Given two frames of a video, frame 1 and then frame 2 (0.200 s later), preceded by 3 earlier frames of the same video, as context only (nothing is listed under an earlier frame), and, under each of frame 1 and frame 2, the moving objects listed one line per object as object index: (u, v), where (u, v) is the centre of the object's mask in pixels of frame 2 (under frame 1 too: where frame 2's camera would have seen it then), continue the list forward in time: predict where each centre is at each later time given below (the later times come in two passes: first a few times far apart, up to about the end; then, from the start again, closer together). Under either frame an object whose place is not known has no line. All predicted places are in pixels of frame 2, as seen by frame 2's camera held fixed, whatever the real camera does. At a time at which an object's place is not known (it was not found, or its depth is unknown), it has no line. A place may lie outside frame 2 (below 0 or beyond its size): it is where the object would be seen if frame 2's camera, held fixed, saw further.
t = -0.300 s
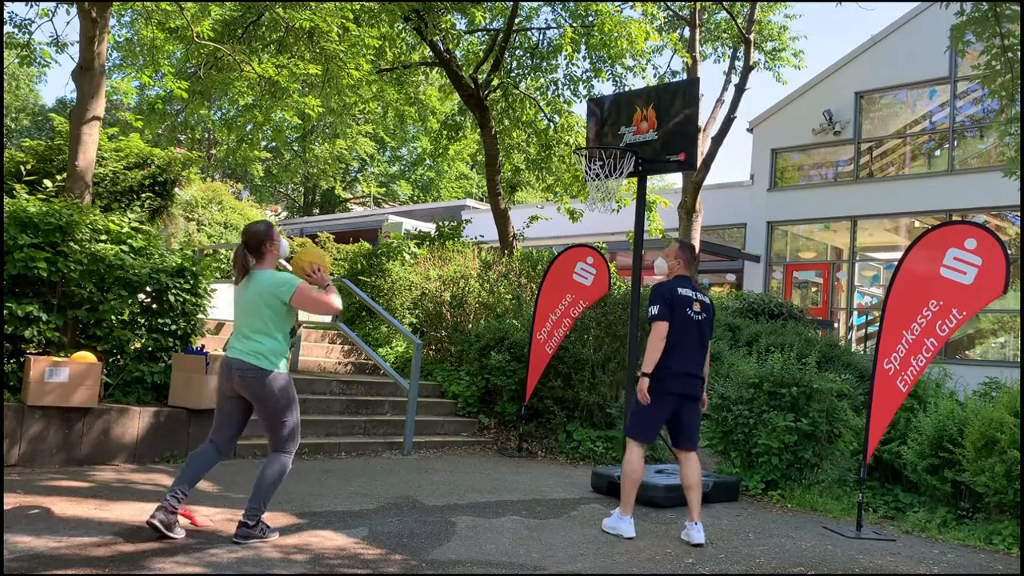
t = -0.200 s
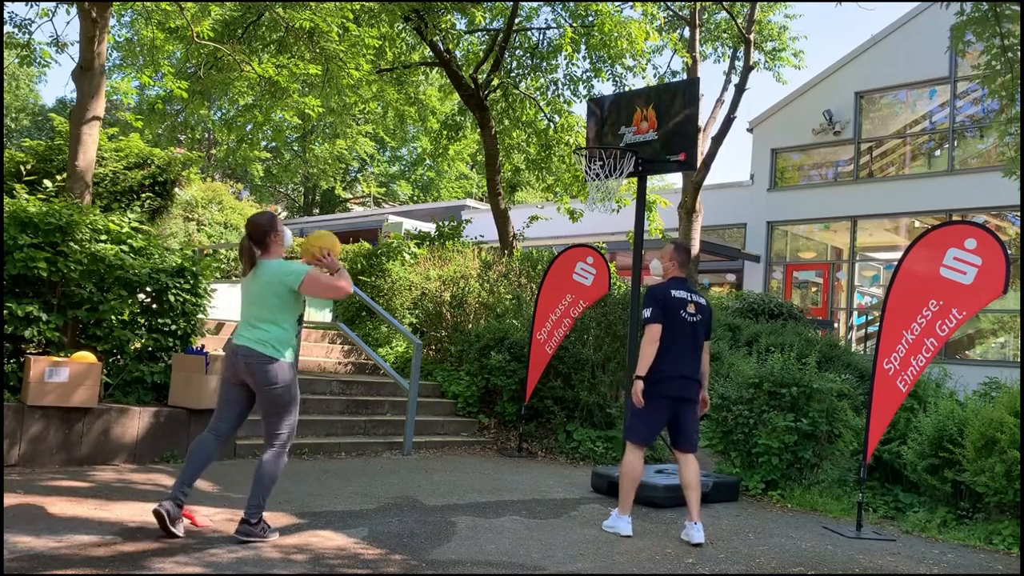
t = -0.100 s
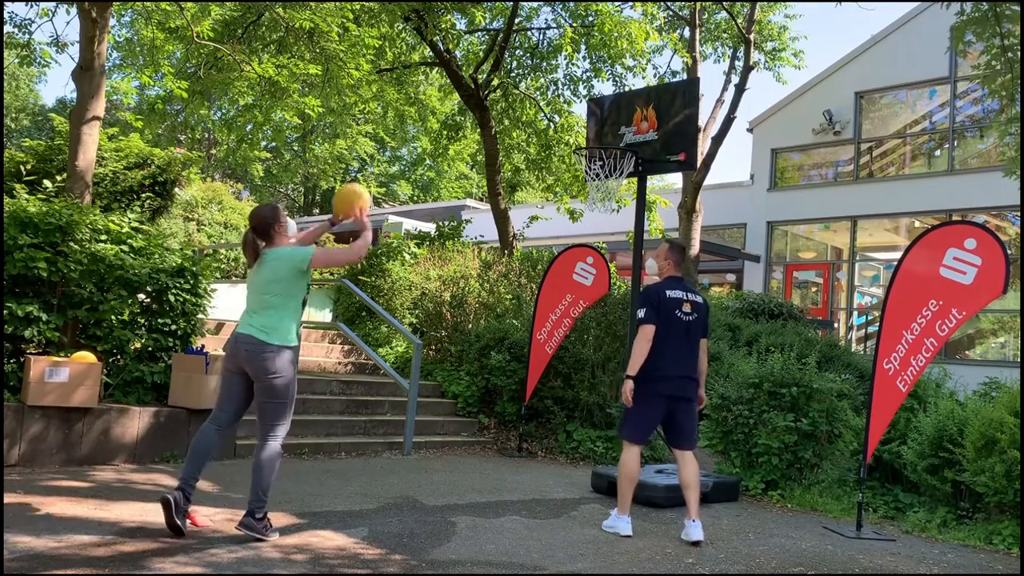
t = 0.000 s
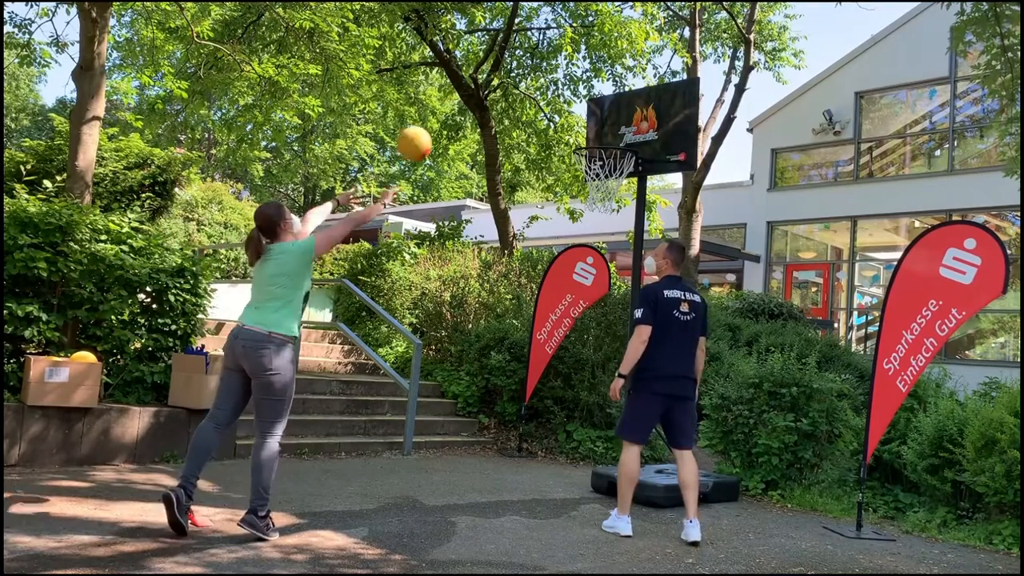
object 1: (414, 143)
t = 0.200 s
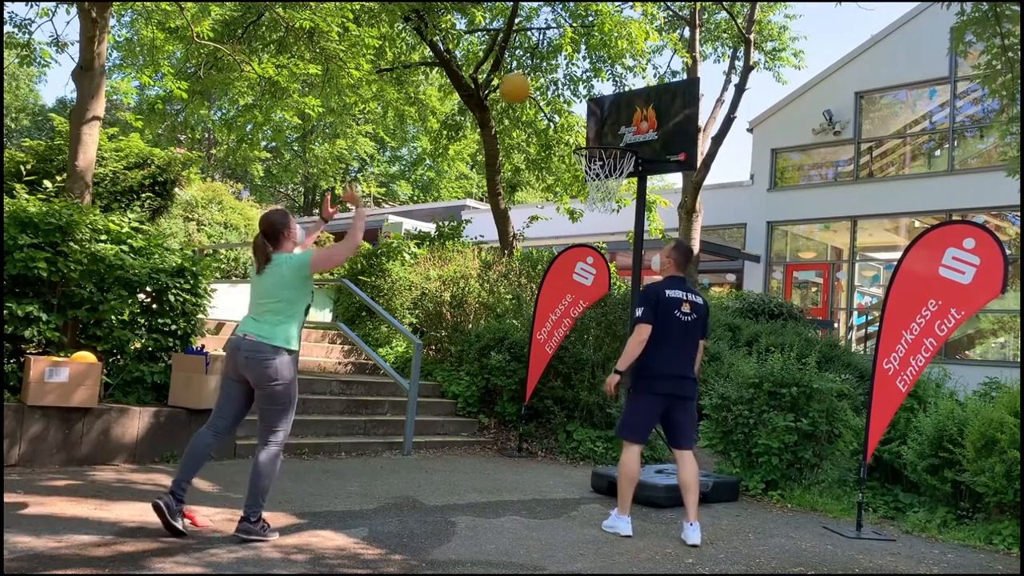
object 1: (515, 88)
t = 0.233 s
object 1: (528, 85)
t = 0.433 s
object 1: (603, 101)
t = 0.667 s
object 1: (597, 142)
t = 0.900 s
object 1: (608, 132)
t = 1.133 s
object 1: (600, 130)
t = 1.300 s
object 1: (594, 149)
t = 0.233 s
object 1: (528, 85)
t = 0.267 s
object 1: (542, 84)
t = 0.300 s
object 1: (556, 85)
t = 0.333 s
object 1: (568, 87)
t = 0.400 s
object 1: (593, 94)
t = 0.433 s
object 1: (603, 101)
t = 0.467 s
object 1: (614, 107)
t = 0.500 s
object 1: (625, 116)
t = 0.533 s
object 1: (628, 122)
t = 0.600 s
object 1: (613, 131)
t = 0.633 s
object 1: (605, 136)
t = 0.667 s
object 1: (597, 142)
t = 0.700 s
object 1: (600, 145)
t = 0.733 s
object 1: (603, 145)
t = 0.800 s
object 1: (610, 147)
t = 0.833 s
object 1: (609, 141)
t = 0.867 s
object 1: (609, 135)
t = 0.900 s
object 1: (608, 132)
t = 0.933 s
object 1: (607, 131)
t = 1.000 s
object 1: (602, 130)
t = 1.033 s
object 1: (601, 131)
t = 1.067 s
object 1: (601, 132)
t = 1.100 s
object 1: (600, 130)
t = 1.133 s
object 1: (600, 130)
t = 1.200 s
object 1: (598, 132)
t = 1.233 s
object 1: (596, 136)
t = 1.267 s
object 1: (595, 141)
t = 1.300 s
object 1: (594, 149)
